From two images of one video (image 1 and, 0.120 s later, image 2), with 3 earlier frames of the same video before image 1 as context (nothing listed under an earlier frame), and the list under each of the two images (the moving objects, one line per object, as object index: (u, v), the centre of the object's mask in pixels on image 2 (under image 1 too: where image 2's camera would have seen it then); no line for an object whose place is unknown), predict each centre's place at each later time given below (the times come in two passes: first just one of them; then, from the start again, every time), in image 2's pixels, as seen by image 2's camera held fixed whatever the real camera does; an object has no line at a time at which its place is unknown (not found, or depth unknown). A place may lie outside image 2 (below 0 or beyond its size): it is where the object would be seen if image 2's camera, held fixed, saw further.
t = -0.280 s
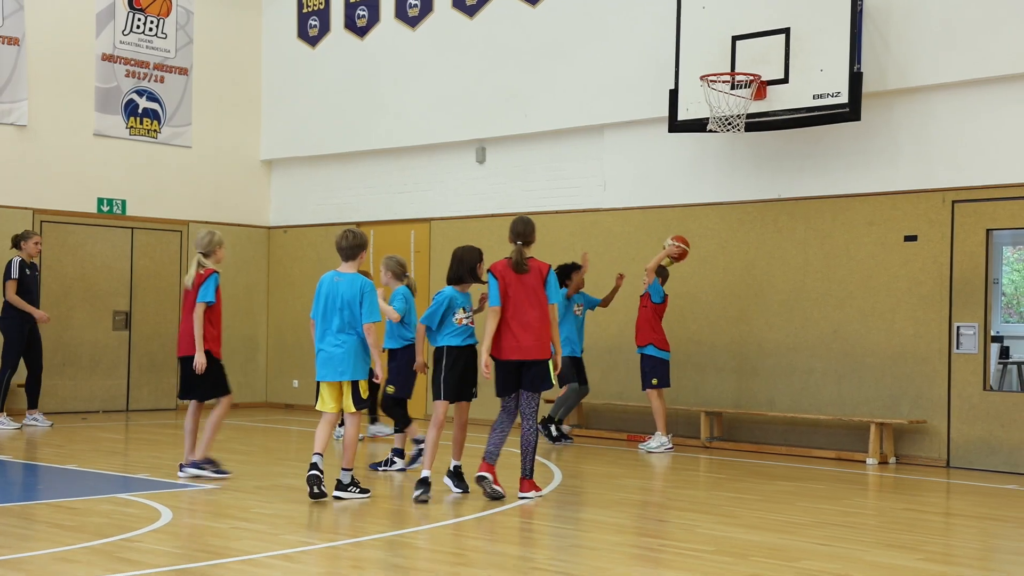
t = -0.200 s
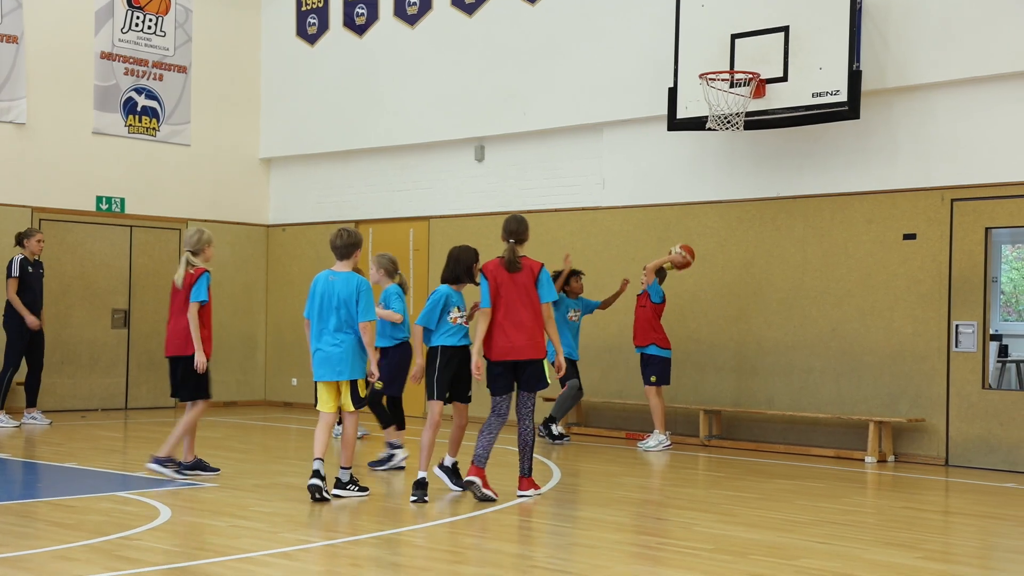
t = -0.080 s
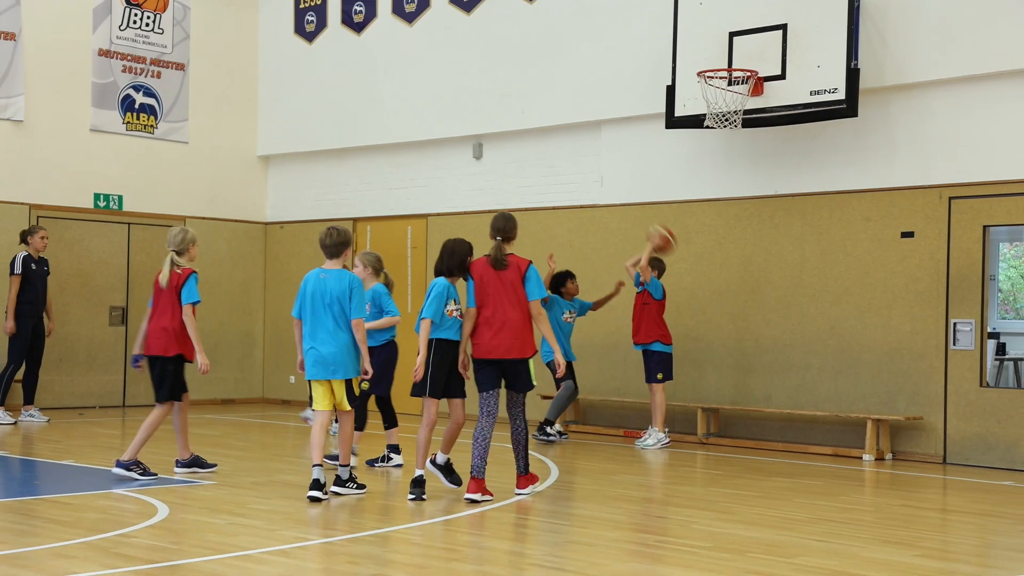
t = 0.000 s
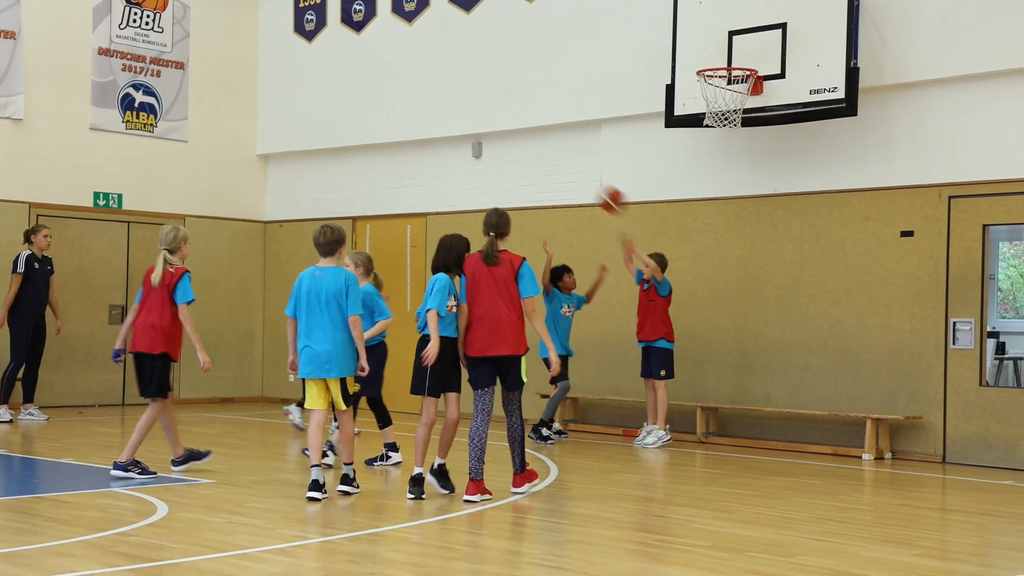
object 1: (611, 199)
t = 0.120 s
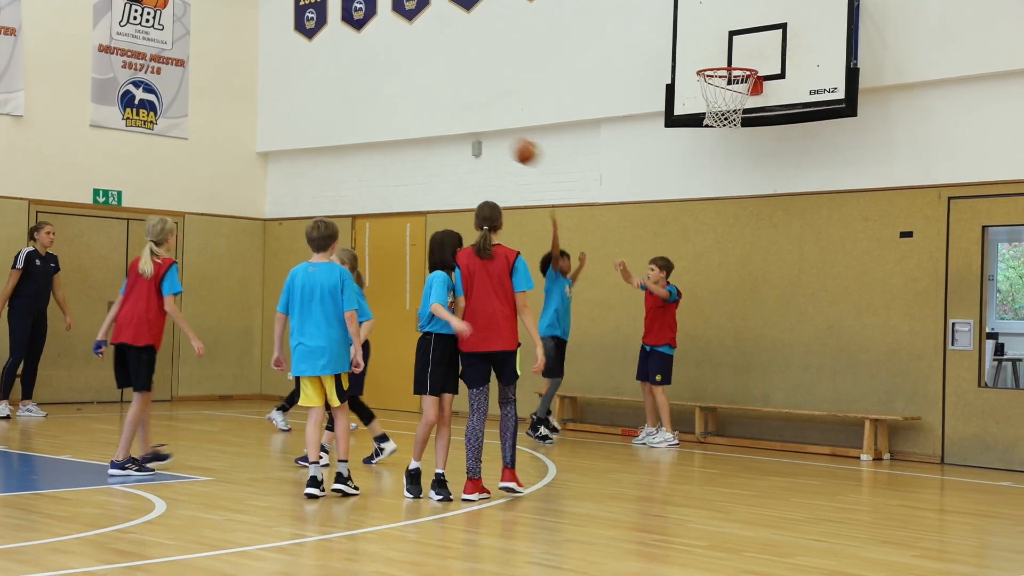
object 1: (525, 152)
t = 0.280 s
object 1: (406, 113)
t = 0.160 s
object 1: (496, 139)
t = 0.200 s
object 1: (467, 129)
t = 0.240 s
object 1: (437, 120)
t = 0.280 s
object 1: (406, 113)
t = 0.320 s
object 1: (375, 109)
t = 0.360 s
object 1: (342, 105)
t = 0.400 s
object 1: (311, 104)
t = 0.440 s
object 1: (278, 105)
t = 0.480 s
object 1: (245, 107)
